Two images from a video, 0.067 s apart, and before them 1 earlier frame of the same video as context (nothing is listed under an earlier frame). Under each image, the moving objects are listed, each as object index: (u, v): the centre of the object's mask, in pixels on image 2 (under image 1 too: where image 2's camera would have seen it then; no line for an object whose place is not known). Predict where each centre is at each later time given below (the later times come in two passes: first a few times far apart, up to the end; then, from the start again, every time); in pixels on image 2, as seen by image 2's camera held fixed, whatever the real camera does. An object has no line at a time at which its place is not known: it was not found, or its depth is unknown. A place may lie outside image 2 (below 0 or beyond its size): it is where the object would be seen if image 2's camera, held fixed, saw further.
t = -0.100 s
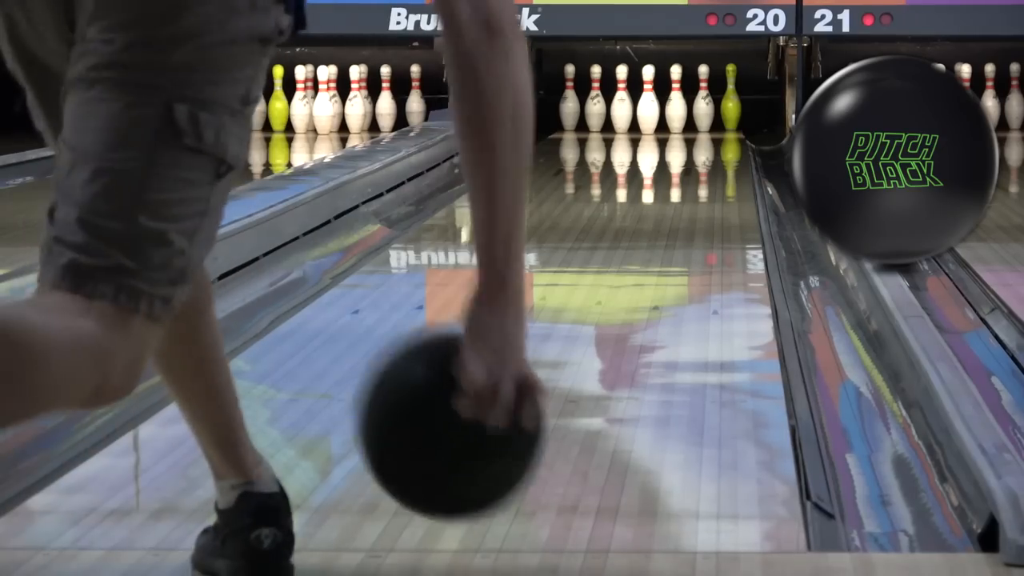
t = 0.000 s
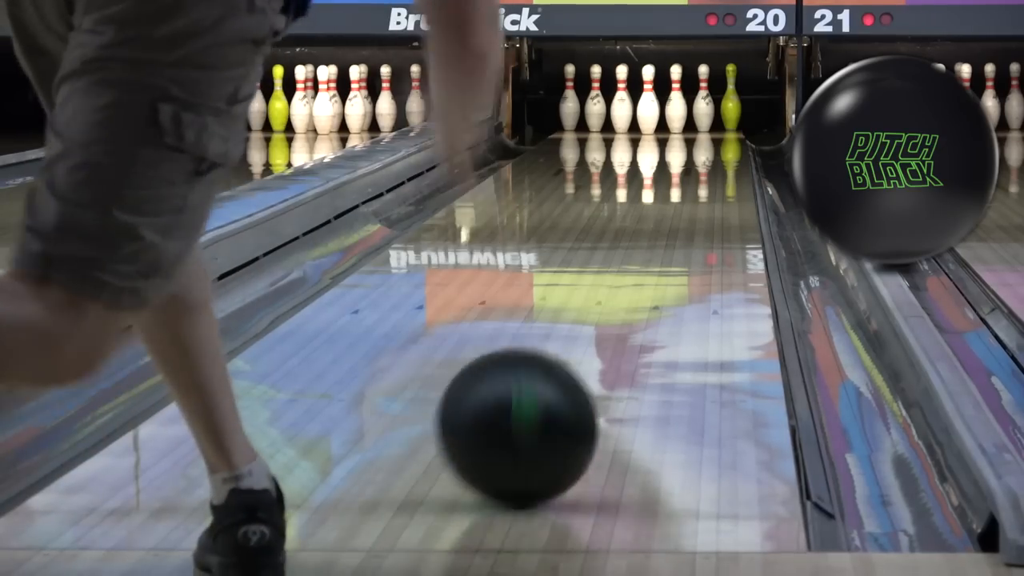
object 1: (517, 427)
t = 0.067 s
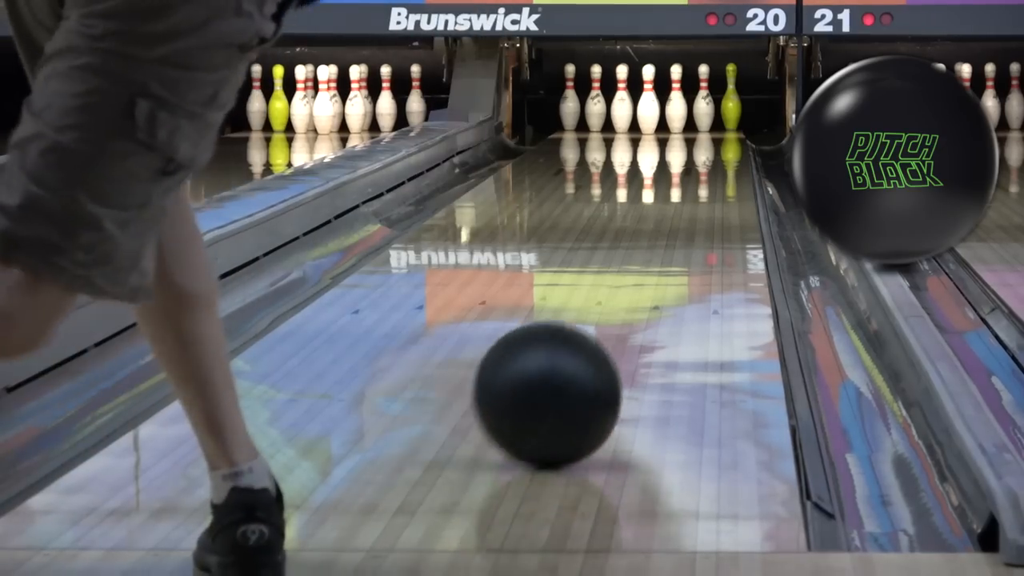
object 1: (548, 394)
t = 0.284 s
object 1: (616, 316)
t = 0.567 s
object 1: (667, 248)
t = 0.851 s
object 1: (695, 207)
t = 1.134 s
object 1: (709, 177)
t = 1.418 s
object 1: (712, 156)
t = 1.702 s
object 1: (709, 141)
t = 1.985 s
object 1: (697, 128)
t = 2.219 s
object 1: (684, 121)
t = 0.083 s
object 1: (554, 387)
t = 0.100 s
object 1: (561, 380)
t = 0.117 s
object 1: (566, 373)
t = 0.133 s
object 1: (572, 367)
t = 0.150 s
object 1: (578, 361)
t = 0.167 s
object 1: (584, 355)
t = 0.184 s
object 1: (589, 349)
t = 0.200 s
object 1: (594, 343)
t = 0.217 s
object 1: (599, 337)
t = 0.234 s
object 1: (603, 331)
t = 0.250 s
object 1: (608, 326)
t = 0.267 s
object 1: (612, 321)
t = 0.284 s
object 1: (616, 316)
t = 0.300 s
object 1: (620, 311)
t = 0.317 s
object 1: (624, 306)
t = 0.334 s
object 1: (627, 301)
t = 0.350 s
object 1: (631, 297)
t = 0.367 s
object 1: (635, 292)
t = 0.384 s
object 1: (638, 288)
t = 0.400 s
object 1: (641, 284)
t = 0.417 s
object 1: (644, 280)
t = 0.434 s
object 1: (647, 276)
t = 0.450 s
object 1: (650, 272)
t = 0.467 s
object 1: (653, 268)
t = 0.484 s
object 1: (655, 265)
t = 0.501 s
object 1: (658, 262)
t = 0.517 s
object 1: (661, 258)
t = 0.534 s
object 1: (663, 255)
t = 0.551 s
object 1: (665, 252)
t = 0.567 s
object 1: (667, 248)
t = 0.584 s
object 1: (670, 246)
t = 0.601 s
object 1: (672, 243)
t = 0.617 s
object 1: (673, 240)
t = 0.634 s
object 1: (676, 237)
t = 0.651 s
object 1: (677, 235)
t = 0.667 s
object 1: (679, 232)
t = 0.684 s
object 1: (681, 230)
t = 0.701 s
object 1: (683, 227)
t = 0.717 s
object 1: (684, 225)
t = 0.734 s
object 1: (686, 222)
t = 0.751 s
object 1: (687, 220)
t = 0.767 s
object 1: (688, 218)
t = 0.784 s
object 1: (689, 216)
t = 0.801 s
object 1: (691, 213)
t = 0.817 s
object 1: (692, 211)
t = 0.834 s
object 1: (694, 209)
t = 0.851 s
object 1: (695, 207)
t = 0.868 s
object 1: (696, 205)
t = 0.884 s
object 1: (697, 203)
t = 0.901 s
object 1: (698, 201)
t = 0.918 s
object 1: (699, 199)
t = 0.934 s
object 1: (700, 197)
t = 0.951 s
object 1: (701, 195)
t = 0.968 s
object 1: (702, 193)
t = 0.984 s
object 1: (703, 191)
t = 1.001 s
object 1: (704, 189)
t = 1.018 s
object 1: (705, 188)
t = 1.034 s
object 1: (705, 186)
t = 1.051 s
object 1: (706, 185)
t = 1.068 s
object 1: (707, 183)
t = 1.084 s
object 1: (707, 182)
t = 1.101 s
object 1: (708, 180)
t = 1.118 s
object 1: (708, 179)
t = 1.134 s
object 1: (709, 177)
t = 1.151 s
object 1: (709, 176)
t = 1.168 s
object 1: (710, 174)
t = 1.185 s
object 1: (710, 173)
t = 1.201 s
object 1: (710, 171)
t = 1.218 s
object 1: (711, 170)
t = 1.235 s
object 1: (711, 169)
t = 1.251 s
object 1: (711, 168)
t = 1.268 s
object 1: (712, 167)
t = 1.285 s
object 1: (711, 165)
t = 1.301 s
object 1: (711, 164)
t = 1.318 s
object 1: (712, 163)
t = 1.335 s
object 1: (712, 162)
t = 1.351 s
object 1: (712, 161)
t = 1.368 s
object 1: (712, 160)
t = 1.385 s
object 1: (712, 159)
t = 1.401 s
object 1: (712, 157)
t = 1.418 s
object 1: (712, 156)
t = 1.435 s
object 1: (712, 156)
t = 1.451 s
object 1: (712, 154)
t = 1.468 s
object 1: (712, 153)
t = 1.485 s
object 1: (712, 152)
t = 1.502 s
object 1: (712, 152)
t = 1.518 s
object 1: (712, 151)
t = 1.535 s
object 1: (712, 150)
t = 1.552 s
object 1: (712, 149)
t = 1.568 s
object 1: (711, 148)
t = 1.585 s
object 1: (711, 147)
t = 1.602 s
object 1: (711, 146)
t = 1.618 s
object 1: (710, 145)
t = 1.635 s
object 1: (710, 144)
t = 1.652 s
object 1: (710, 143)
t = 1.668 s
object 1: (709, 142)
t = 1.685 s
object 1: (709, 142)
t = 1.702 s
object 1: (709, 141)
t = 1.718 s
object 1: (708, 140)
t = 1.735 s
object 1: (707, 139)
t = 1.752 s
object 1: (707, 138)
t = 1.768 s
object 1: (706, 138)
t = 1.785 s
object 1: (706, 137)
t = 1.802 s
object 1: (705, 136)
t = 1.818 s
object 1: (705, 135)
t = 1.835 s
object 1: (704, 135)
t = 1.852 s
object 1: (704, 134)
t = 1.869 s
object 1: (703, 133)
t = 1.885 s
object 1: (702, 132)
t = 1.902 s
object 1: (702, 132)
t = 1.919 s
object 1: (701, 131)
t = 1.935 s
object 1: (700, 130)
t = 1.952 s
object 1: (699, 130)
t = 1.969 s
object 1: (698, 129)
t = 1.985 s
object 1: (697, 128)
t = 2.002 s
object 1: (697, 128)
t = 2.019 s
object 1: (696, 127)
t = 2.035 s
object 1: (695, 127)
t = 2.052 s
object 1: (694, 126)
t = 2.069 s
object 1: (693, 125)
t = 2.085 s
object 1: (692, 125)
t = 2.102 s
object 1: (691, 124)
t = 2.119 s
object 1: (690, 124)
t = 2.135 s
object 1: (689, 123)
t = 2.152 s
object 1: (688, 123)
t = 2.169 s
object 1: (687, 122)
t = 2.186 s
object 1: (686, 122)
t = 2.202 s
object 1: (685, 121)
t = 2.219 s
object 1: (684, 121)
